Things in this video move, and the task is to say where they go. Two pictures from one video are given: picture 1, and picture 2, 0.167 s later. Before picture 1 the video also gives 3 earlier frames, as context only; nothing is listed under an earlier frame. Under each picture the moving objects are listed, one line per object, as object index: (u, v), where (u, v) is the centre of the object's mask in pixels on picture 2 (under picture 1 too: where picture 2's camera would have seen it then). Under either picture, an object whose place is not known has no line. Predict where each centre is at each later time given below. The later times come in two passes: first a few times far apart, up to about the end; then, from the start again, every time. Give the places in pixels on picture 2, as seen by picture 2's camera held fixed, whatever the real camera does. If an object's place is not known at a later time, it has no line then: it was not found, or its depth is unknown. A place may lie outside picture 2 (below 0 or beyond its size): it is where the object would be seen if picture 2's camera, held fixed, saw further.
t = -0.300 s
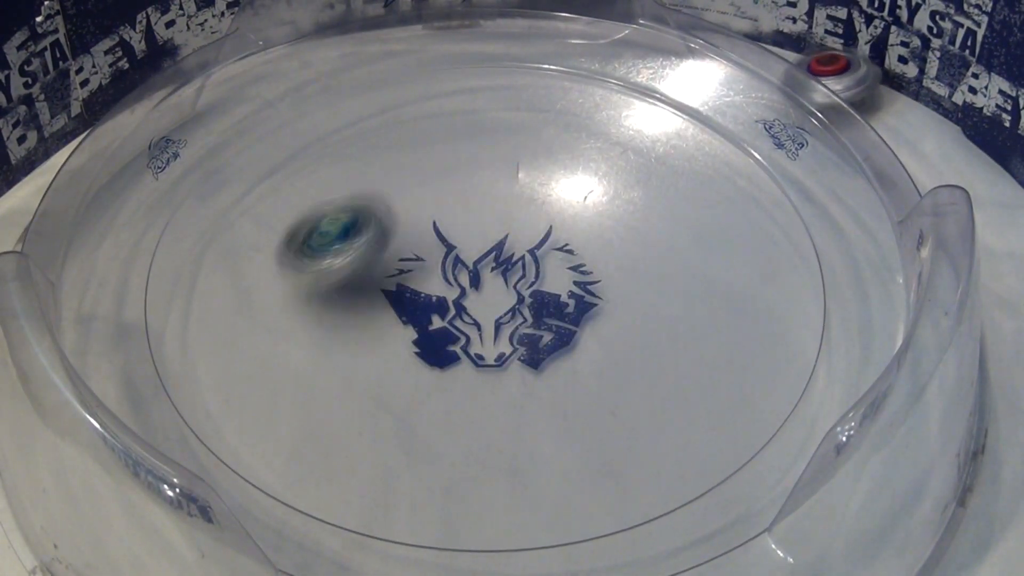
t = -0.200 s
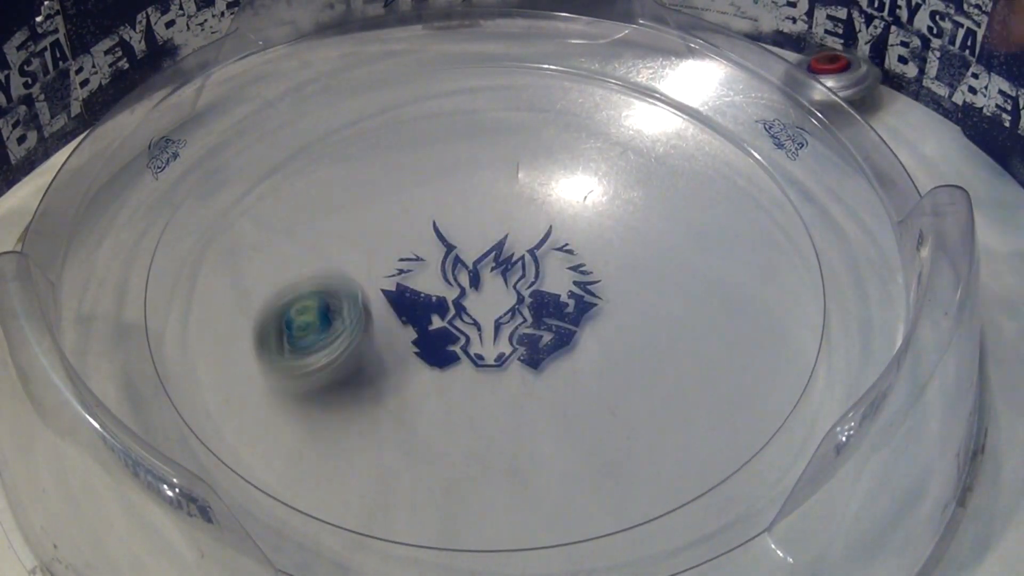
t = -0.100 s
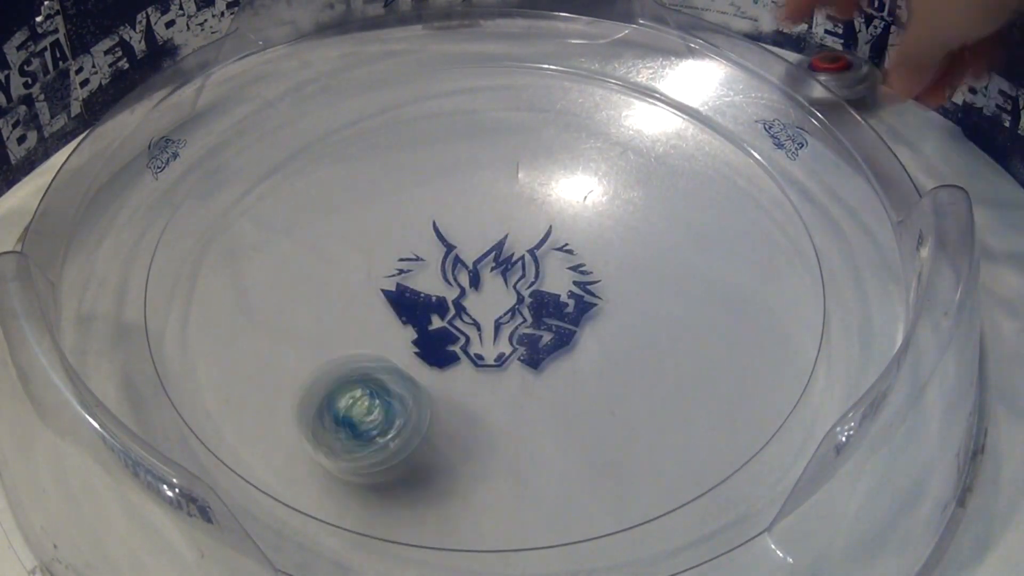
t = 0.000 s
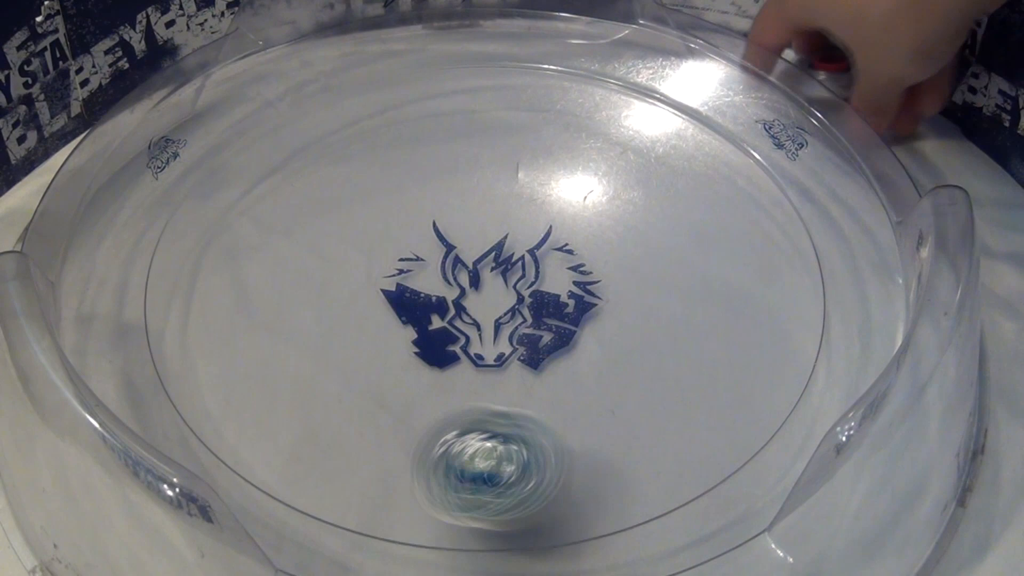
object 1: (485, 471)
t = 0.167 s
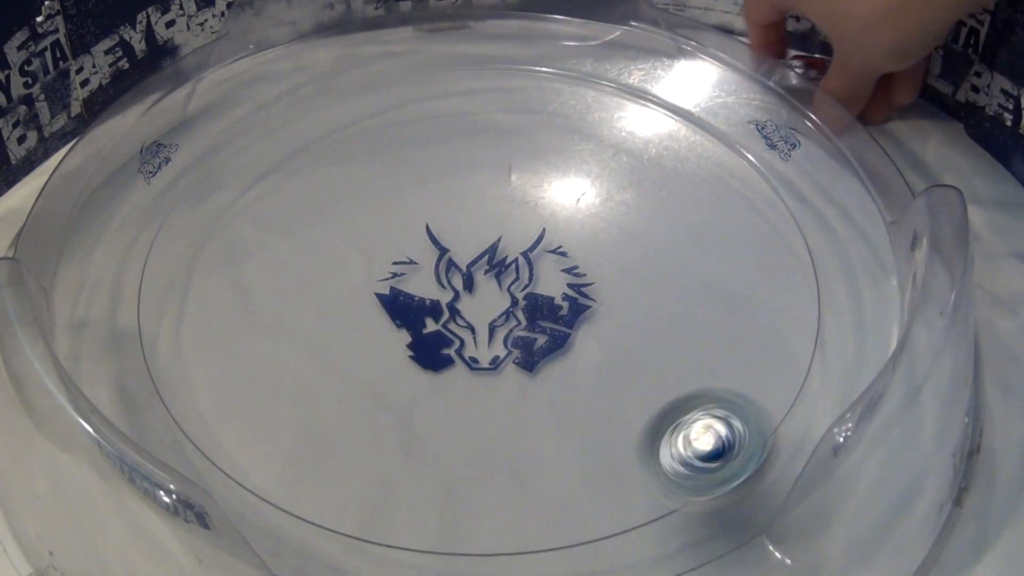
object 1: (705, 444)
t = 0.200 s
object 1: (723, 423)
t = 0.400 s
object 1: (753, 299)
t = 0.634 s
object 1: (630, 244)
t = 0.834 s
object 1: (417, 347)
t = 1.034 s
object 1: (411, 459)
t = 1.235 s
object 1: (556, 497)
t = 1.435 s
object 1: (670, 397)
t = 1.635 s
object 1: (509, 248)
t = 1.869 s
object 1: (238, 243)
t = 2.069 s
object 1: (198, 376)
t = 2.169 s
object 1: (267, 433)
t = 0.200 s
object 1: (723, 423)
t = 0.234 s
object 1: (737, 400)
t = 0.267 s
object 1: (747, 378)
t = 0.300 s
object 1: (753, 356)
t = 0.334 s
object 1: (756, 333)
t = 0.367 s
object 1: (757, 313)
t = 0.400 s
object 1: (753, 299)
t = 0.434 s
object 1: (748, 284)
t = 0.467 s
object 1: (741, 271)
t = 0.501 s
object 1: (731, 258)
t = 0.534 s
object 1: (720, 247)
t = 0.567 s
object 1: (696, 238)
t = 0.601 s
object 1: (667, 239)
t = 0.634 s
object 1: (630, 244)
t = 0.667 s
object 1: (590, 254)
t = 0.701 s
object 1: (551, 266)
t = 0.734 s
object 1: (510, 286)
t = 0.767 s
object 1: (471, 309)
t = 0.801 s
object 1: (442, 325)
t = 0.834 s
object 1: (417, 347)
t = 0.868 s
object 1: (399, 366)
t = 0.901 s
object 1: (389, 385)
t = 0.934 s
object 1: (386, 405)
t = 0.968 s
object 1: (388, 423)
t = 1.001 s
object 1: (398, 443)
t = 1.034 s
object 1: (411, 459)
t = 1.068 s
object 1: (429, 472)
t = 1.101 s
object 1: (451, 484)
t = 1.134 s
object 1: (475, 494)
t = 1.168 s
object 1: (505, 505)
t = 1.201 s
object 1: (533, 509)
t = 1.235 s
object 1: (556, 497)
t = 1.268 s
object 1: (580, 489)
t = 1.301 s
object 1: (603, 478)
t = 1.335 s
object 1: (627, 465)
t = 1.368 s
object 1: (650, 450)
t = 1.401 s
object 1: (667, 426)
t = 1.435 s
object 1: (670, 397)
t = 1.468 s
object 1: (666, 369)
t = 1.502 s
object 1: (648, 341)
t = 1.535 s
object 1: (627, 318)
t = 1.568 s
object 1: (593, 294)
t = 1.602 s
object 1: (554, 271)
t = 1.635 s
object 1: (509, 248)
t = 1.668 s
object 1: (467, 235)
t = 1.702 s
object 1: (427, 225)
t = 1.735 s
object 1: (384, 221)
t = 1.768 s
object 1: (342, 222)
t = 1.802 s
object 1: (305, 221)
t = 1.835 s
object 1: (268, 230)
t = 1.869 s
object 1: (238, 243)
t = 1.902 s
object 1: (210, 262)
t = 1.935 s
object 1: (182, 281)
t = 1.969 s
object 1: (155, 302)
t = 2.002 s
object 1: (159, 327)
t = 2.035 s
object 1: (175, 349)
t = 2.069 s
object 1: (198, 376)
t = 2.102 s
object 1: (215, 394)
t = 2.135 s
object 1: (238, 417)
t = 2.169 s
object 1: (267, 433)
